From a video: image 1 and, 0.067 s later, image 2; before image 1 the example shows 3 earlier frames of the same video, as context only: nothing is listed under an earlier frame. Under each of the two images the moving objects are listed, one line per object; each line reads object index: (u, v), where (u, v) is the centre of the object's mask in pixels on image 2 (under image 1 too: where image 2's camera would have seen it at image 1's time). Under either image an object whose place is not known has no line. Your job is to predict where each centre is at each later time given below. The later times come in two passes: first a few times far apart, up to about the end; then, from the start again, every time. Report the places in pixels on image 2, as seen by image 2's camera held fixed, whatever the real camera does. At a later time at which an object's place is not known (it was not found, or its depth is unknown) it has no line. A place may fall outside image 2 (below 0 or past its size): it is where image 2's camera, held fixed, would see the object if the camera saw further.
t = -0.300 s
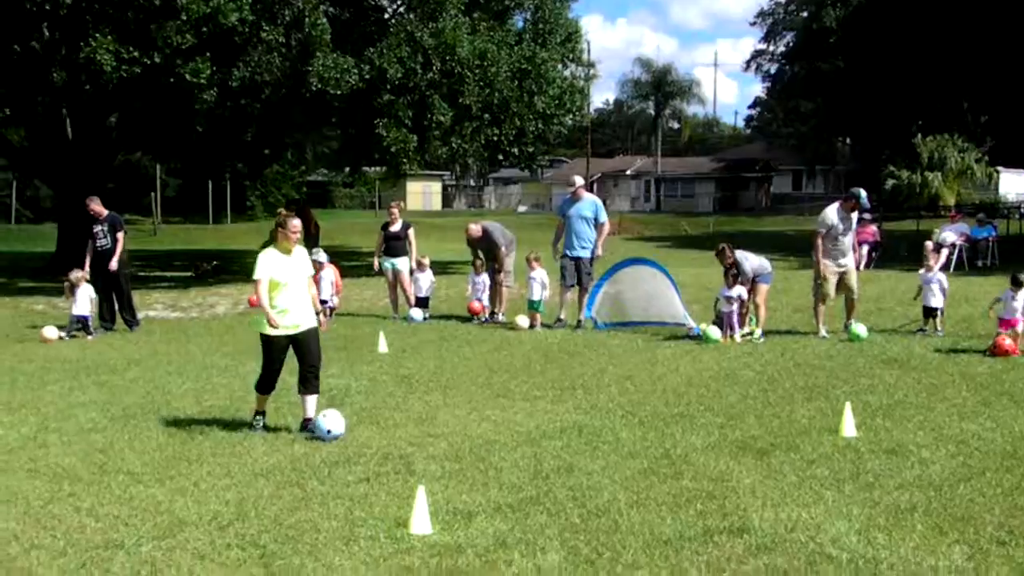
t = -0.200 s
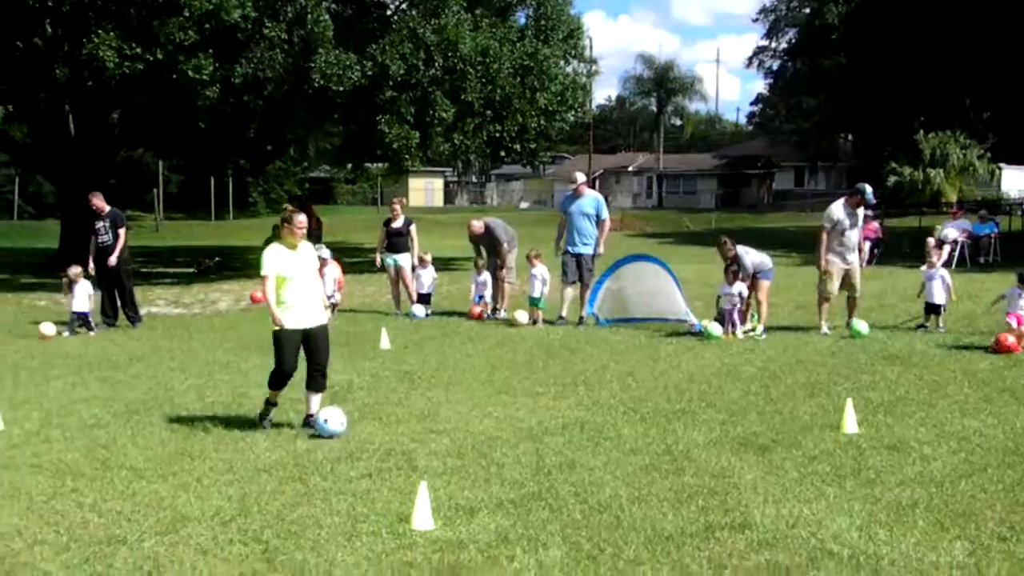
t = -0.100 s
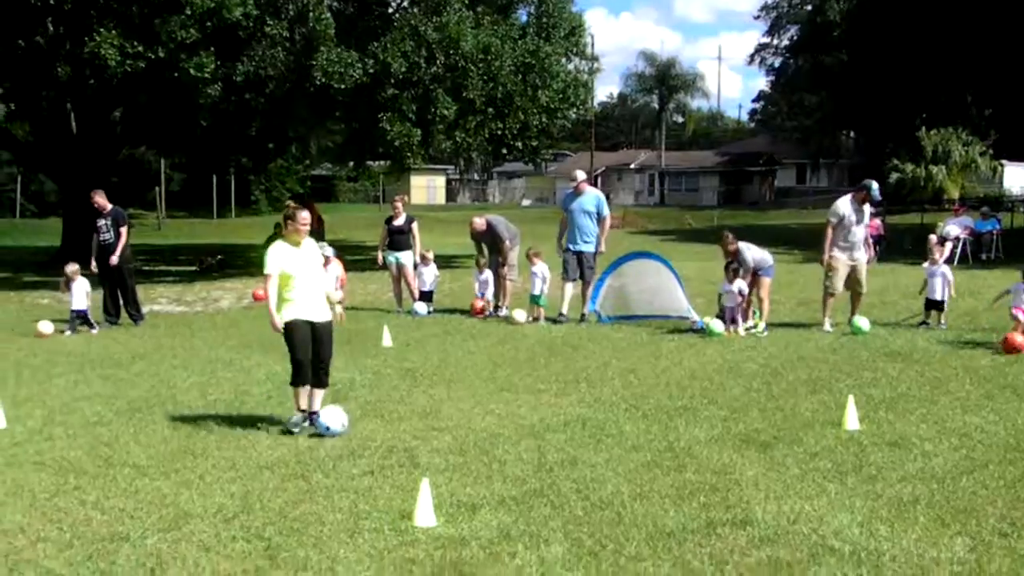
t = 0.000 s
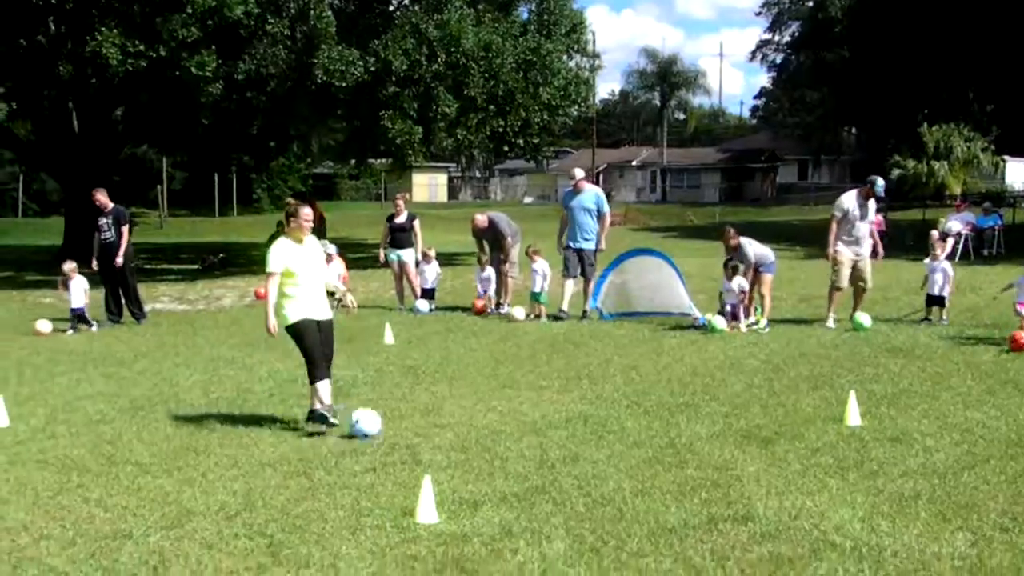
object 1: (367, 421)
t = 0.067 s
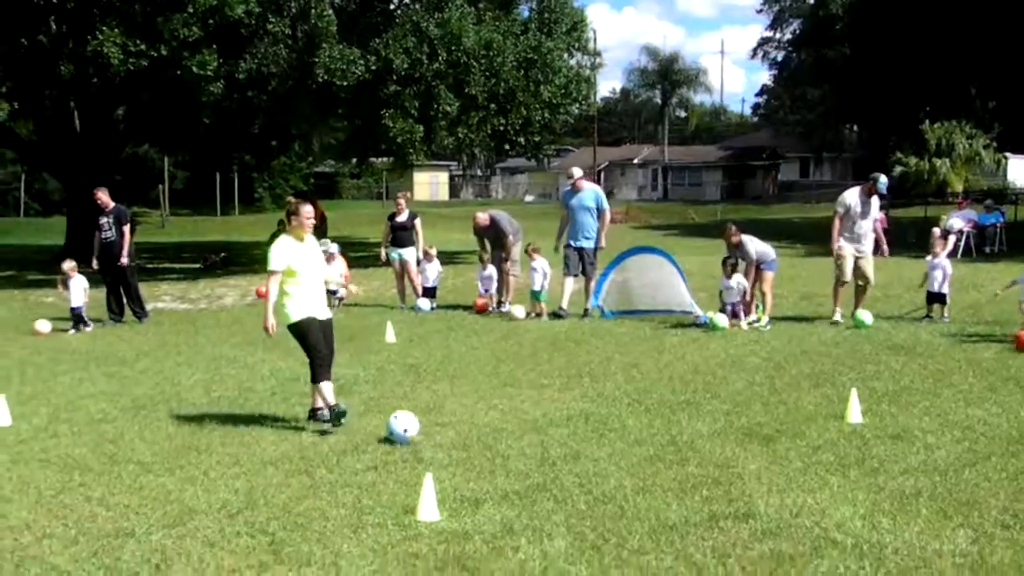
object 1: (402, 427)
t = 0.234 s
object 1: (488, 440)
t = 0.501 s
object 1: (604, 459)
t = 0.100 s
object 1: (420, 430)
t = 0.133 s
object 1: (438, 433)
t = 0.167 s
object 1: (455, 436)
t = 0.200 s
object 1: (472, 438)
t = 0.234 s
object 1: (488, 440)
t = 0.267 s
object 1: (505, 444)
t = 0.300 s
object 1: (520, 446)
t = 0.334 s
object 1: (535, 449)
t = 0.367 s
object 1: (549, 450)
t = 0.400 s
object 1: (563, 451)
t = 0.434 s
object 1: (576, 454)
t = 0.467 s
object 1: (590, 457)
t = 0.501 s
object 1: (604, 459)
